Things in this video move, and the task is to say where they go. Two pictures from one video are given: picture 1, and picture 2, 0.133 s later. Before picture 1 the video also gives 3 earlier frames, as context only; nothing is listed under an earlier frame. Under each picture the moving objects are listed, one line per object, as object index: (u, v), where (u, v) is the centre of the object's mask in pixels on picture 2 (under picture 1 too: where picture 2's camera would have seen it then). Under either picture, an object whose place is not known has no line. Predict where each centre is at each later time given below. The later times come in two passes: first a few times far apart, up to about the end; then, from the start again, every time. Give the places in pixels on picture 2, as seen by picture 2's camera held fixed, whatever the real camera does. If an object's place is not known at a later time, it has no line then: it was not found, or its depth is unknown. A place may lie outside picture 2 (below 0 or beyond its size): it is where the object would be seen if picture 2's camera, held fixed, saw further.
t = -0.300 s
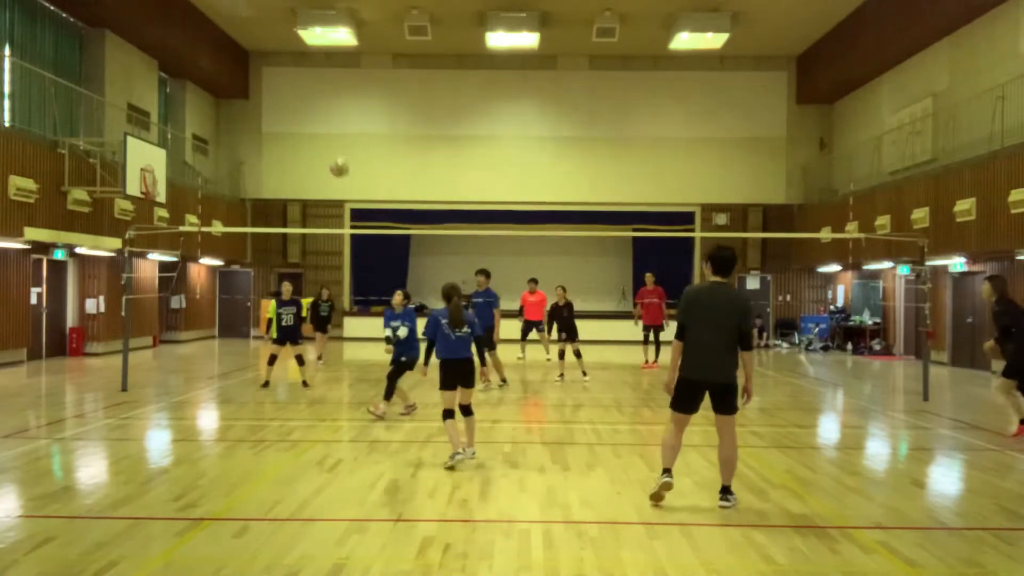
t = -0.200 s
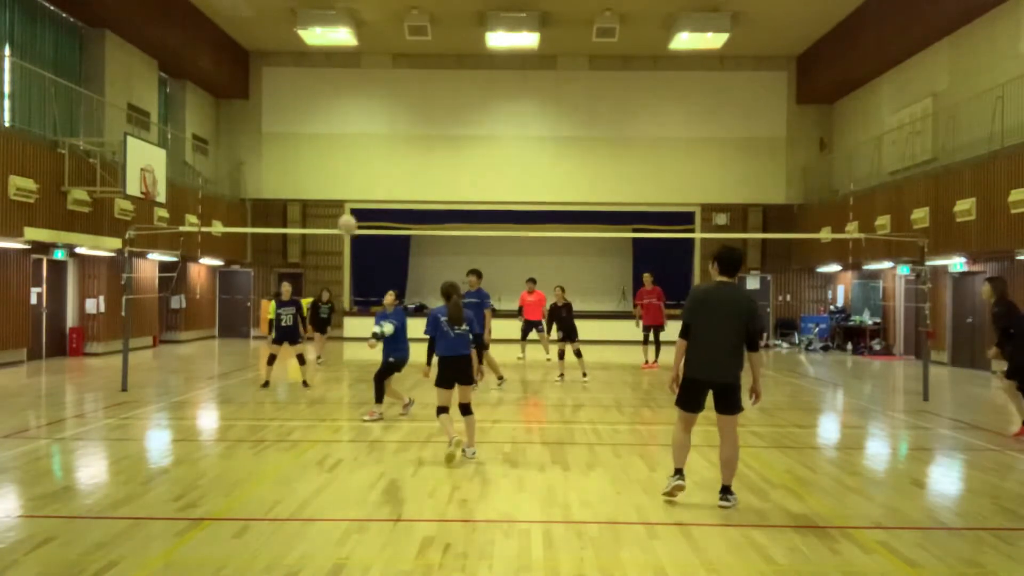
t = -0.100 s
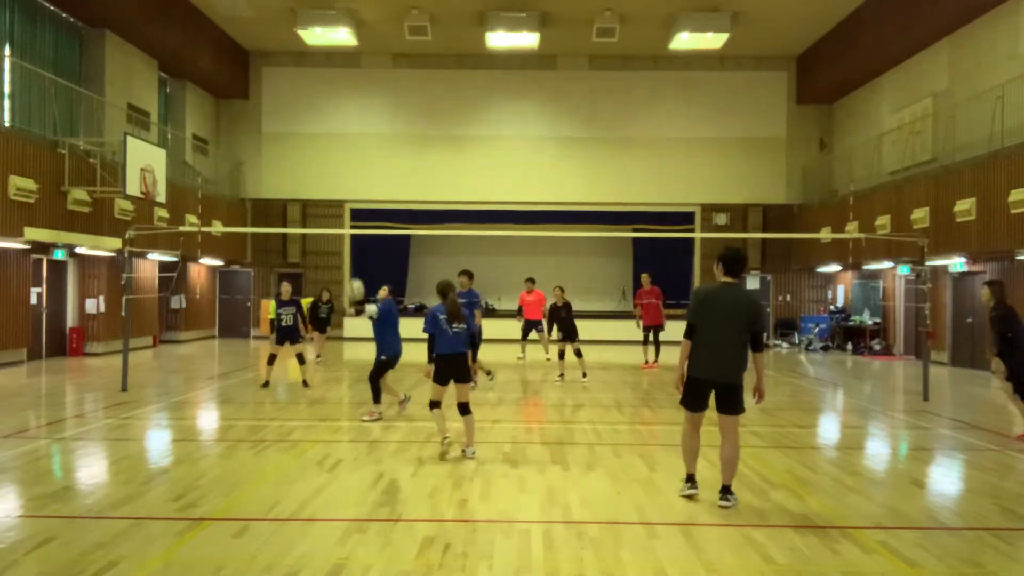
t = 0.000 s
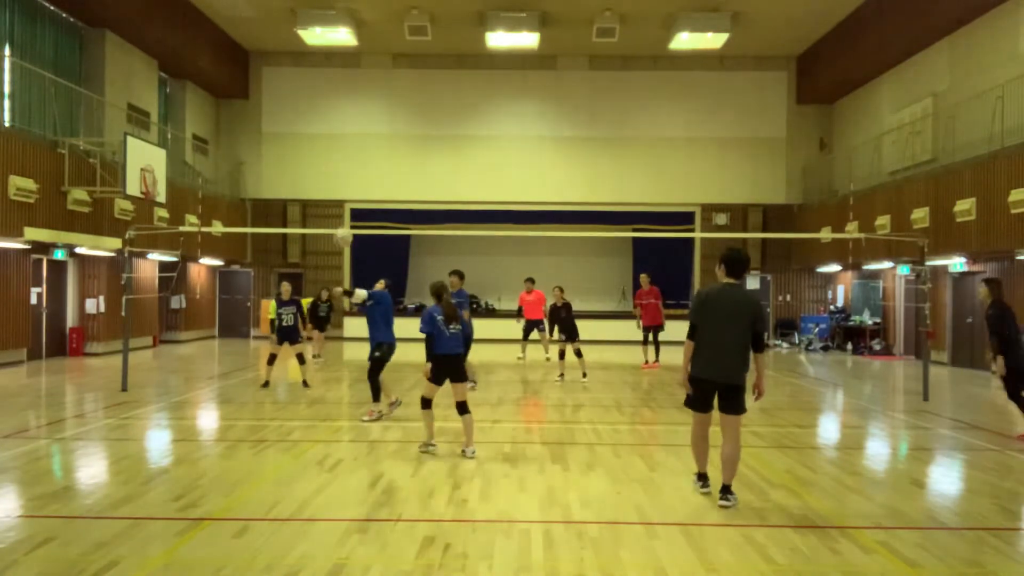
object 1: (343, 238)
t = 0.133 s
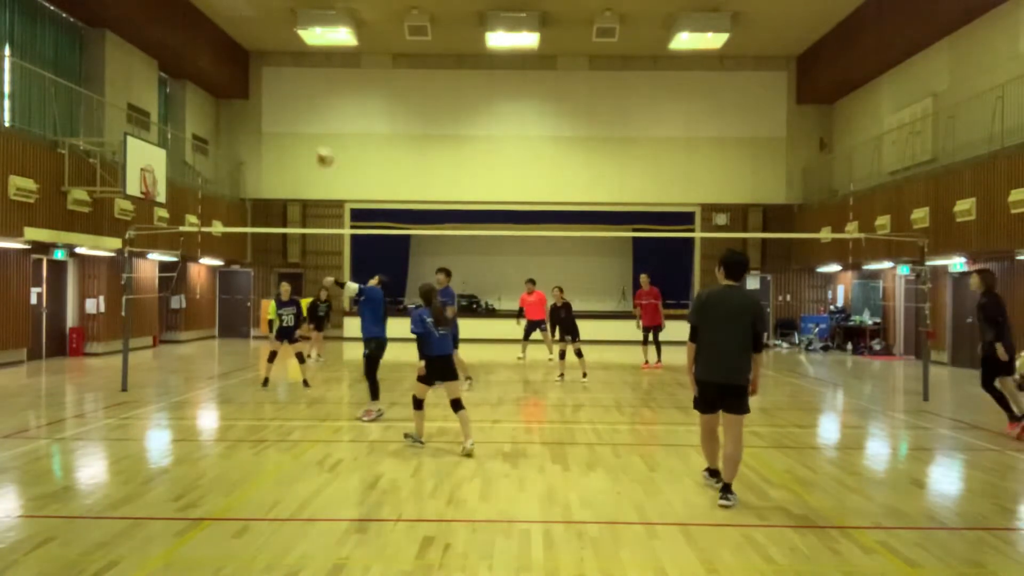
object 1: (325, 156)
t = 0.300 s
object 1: (301, 83)
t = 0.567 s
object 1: (266, 23)
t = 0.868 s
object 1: (232, 30)
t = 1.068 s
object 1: (210, 71)
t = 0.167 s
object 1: (320, 139)
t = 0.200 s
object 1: (315, 123)
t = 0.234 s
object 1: (311, 109)
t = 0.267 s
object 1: (305, 95)
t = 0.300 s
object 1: (301, 83)
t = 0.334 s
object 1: (297, 71)
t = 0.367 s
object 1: (292, 61)
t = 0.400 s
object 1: (287, 54)
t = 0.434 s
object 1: (283, 46)
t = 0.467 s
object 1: (279, 39)
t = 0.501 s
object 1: (275, 33)
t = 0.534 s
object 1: (271, 27)
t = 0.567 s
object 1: (266, 23)
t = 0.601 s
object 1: (262, 21)
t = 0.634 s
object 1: (258, 19)
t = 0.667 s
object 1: (255, 18)
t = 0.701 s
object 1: (251, 17)
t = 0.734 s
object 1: (247, 18)
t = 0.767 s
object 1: (243, 19)
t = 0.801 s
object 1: (239, 22)
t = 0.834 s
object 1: (236, 25)
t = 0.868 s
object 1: (232, 30)
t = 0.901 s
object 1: (228, 34)
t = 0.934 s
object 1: (224, 40)
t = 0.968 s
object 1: (221, 47)
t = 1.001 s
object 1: (217, 54)
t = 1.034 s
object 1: (214, 62)
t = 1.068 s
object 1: (210, 71)
